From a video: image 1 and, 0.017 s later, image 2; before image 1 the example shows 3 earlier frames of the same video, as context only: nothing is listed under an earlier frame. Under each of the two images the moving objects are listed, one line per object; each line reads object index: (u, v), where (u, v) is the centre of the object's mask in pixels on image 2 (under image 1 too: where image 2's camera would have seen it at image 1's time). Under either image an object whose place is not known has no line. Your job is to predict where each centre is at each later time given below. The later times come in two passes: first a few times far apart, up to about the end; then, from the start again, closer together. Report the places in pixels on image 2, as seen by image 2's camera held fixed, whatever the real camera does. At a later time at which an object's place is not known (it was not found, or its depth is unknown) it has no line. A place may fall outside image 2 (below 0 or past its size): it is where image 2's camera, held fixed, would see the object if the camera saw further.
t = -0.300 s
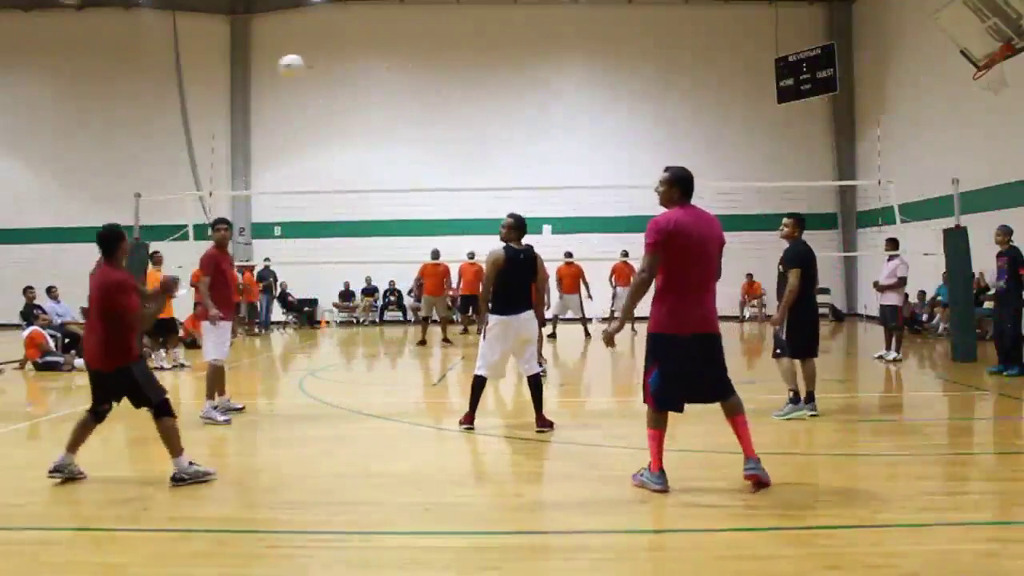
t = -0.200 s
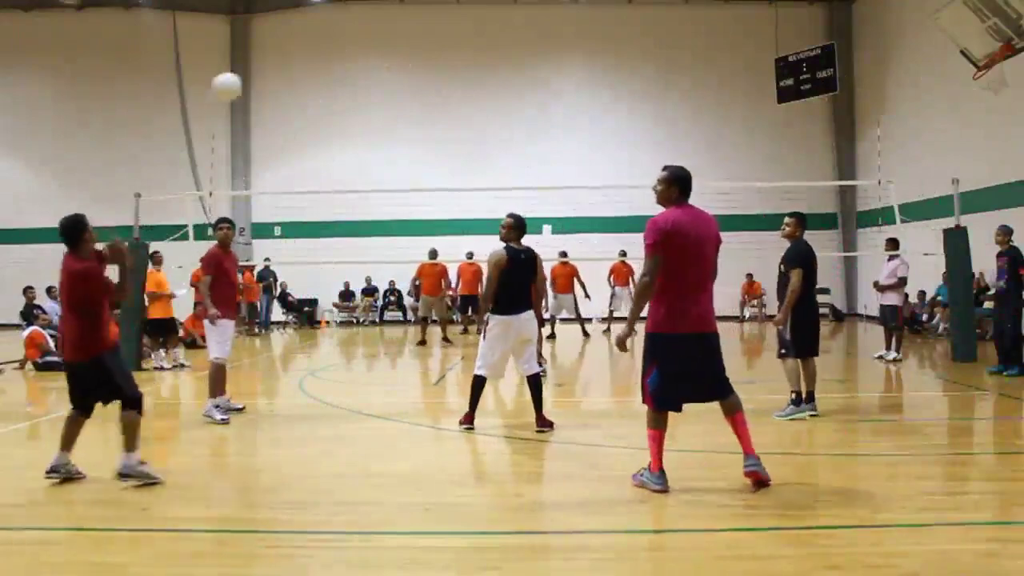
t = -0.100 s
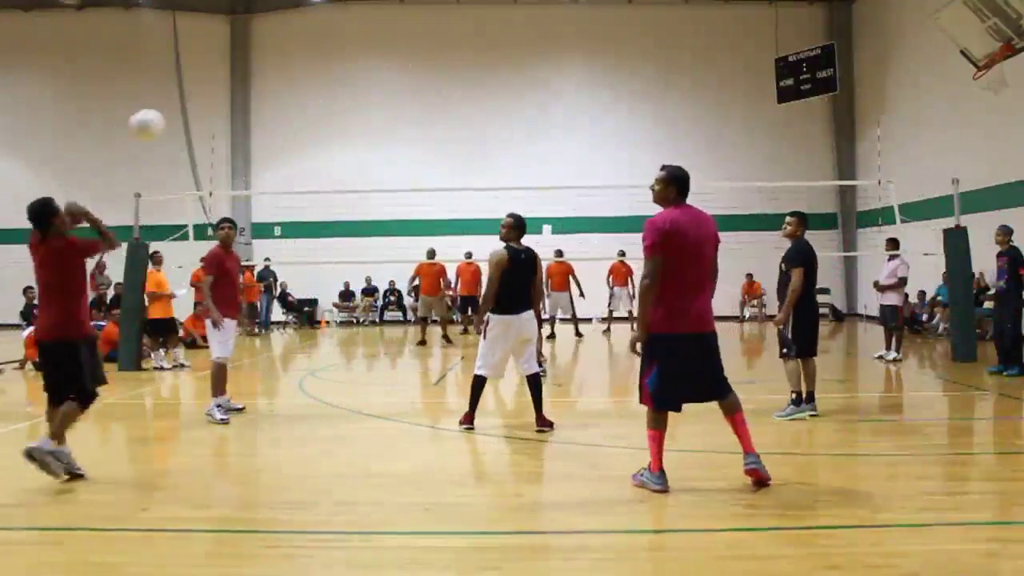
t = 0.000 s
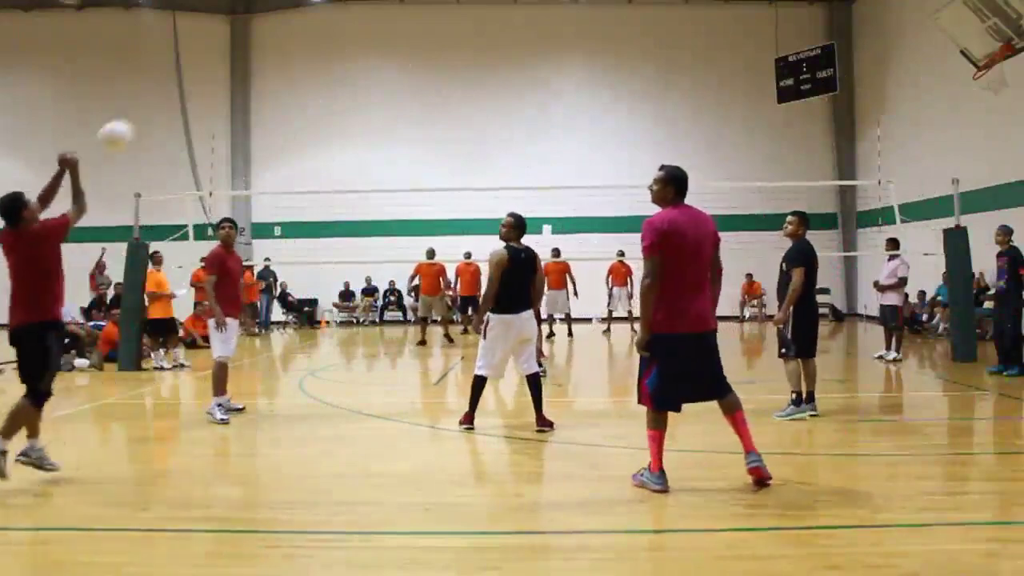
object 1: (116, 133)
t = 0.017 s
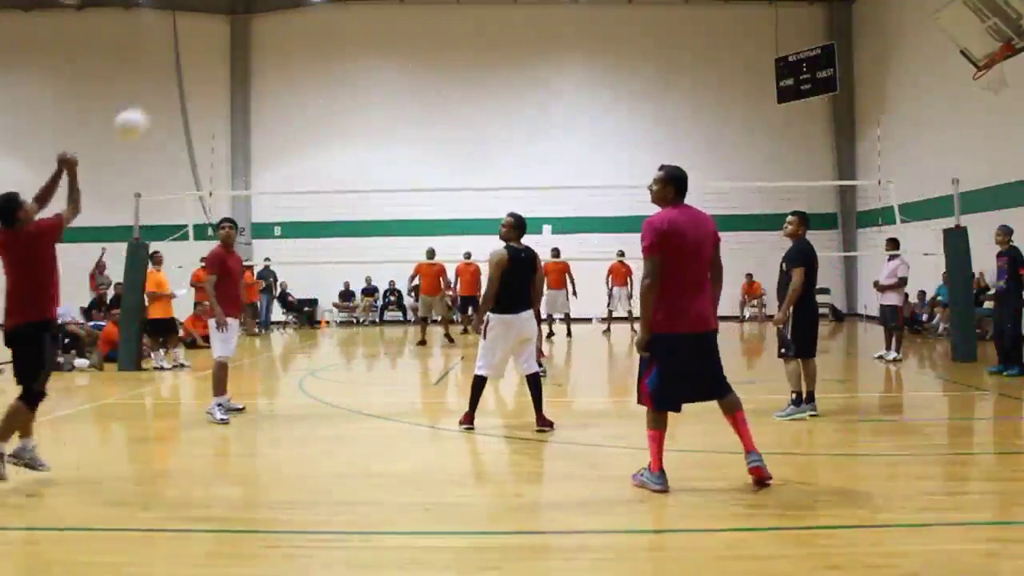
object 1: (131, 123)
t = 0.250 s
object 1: (288, 46)
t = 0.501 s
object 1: (388, 49)
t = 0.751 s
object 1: (454, 93)
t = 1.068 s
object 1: (513, 181)
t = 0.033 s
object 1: (146, 112)
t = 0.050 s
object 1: (161, 103)
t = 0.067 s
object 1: (174, 95)
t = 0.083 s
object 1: (185, 89)
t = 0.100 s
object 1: (198, 81)
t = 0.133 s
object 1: (220, 70)
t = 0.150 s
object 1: (231, 65)
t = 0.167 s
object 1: (242, 61)
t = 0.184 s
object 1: (251, 57)
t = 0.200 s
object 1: (261, 53)
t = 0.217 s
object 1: (270, 51)
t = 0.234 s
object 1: (280, 48)
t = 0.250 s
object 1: (288, 46)
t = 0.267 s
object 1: (296, 44)
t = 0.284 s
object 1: (305, 43)
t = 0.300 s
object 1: (313, 42)
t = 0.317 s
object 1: (320, 40)
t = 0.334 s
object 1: (327, 40)
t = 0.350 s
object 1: (334, 40)
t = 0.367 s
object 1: (341, 40)
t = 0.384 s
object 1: (348, 40)
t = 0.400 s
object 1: (354, 41)
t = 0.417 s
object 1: (360, 42)
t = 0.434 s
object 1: (366, 43)
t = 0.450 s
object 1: (371, 44)
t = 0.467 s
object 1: (377, 45)
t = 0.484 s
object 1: (383, 47)
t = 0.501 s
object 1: (388, 49)
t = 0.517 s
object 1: (393, 51)
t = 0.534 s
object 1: (398, 54)
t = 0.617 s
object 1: (421, 66)
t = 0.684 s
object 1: (438, 77)
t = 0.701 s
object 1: (442, 80)
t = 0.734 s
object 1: (450, 88)
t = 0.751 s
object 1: (454, 93)
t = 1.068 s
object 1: (513, 181)
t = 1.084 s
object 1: (517, 185)
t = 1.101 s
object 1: (517, 193)
